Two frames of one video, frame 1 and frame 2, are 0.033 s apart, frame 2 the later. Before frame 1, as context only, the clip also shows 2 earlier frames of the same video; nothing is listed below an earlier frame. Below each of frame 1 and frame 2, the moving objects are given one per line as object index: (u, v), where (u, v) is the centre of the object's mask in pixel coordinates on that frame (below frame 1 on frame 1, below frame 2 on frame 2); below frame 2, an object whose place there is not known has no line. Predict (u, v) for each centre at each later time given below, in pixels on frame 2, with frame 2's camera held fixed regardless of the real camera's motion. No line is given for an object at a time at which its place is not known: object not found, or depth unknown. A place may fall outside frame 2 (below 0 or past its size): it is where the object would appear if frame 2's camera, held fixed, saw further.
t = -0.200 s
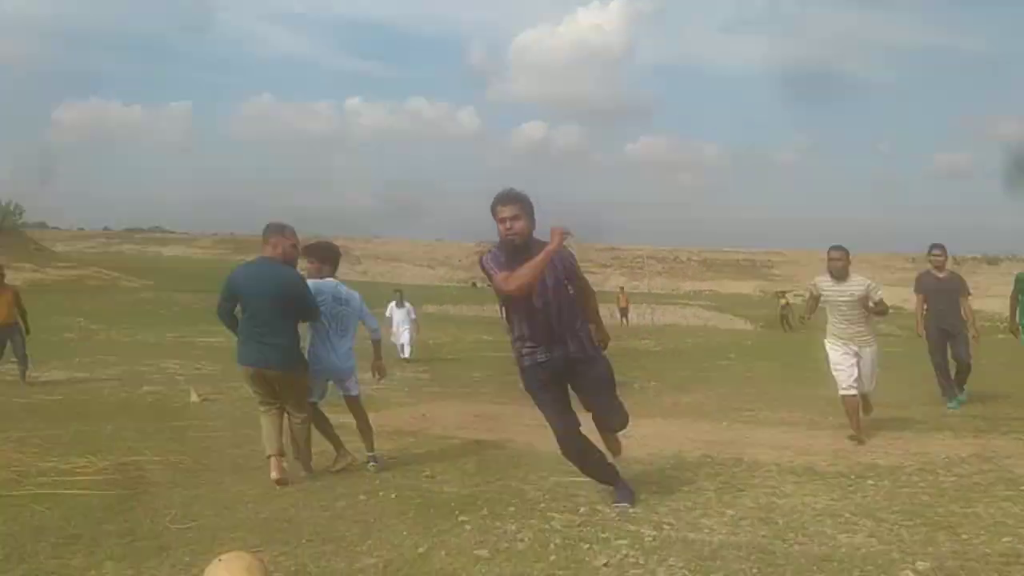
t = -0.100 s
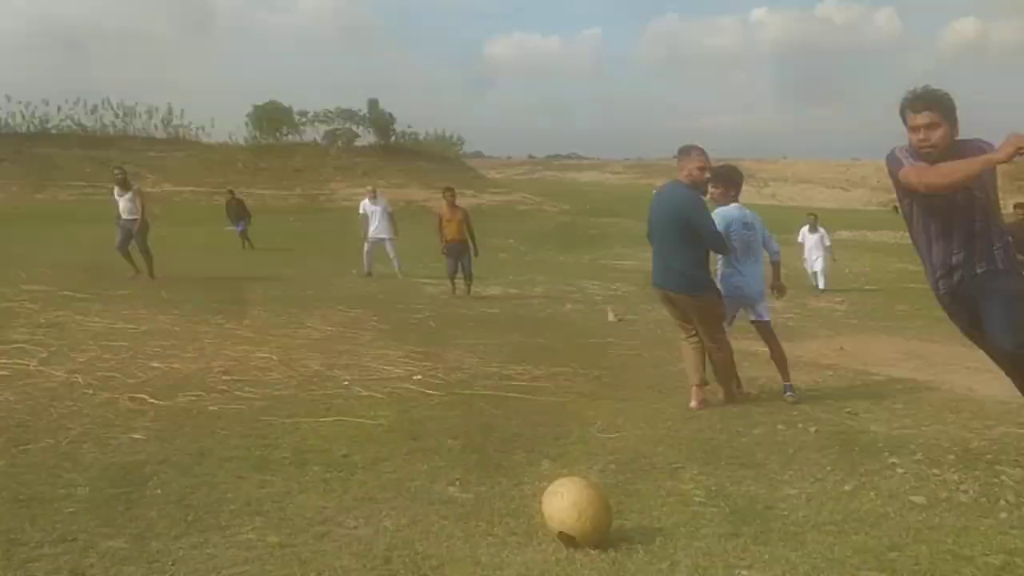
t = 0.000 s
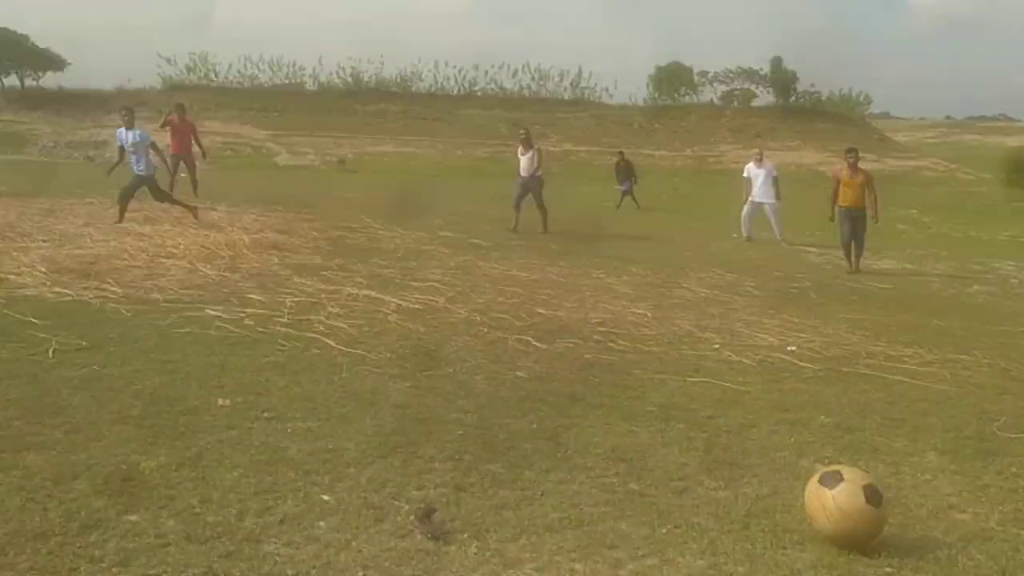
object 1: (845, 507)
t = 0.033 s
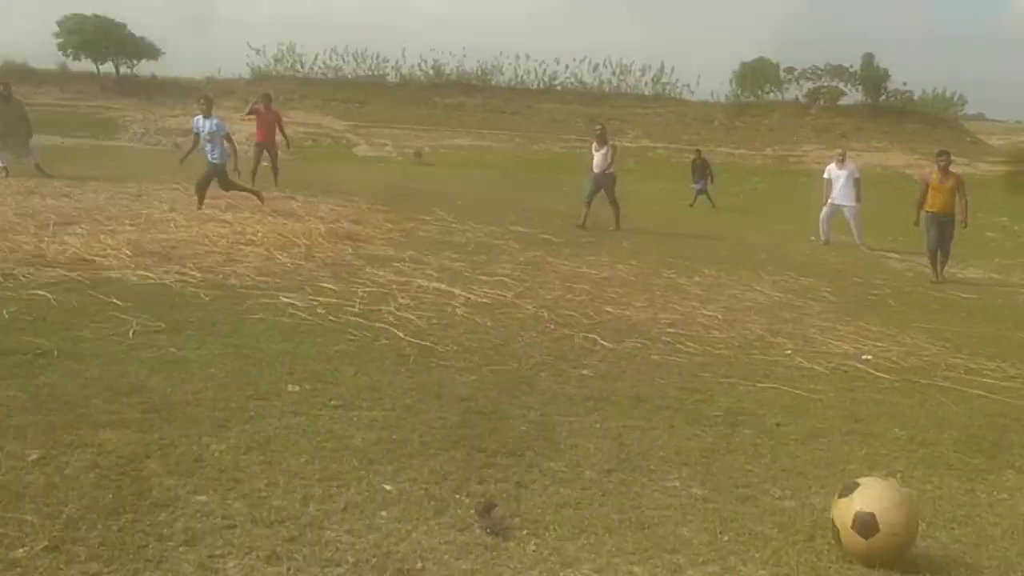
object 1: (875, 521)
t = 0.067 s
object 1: (829, 519)
